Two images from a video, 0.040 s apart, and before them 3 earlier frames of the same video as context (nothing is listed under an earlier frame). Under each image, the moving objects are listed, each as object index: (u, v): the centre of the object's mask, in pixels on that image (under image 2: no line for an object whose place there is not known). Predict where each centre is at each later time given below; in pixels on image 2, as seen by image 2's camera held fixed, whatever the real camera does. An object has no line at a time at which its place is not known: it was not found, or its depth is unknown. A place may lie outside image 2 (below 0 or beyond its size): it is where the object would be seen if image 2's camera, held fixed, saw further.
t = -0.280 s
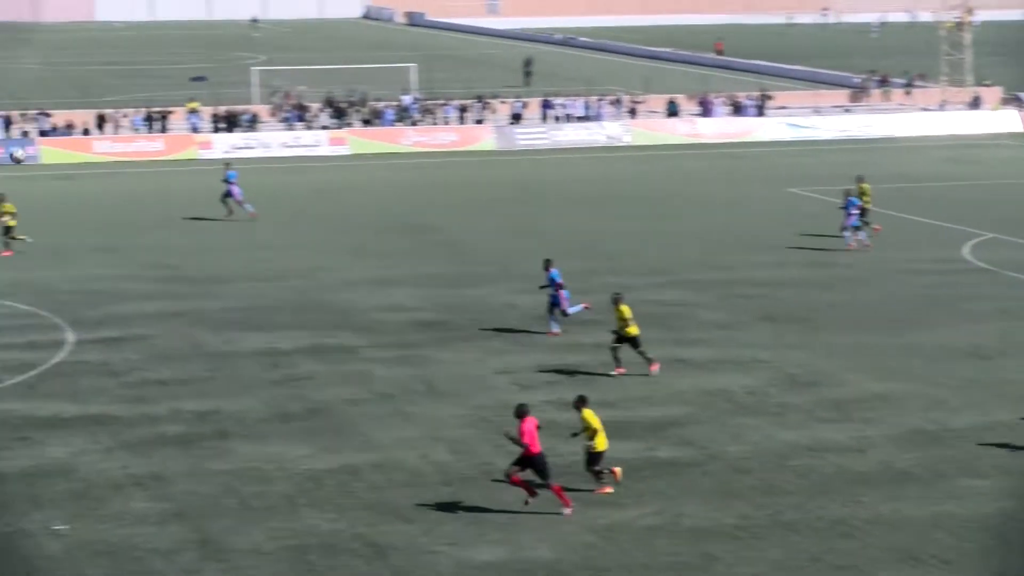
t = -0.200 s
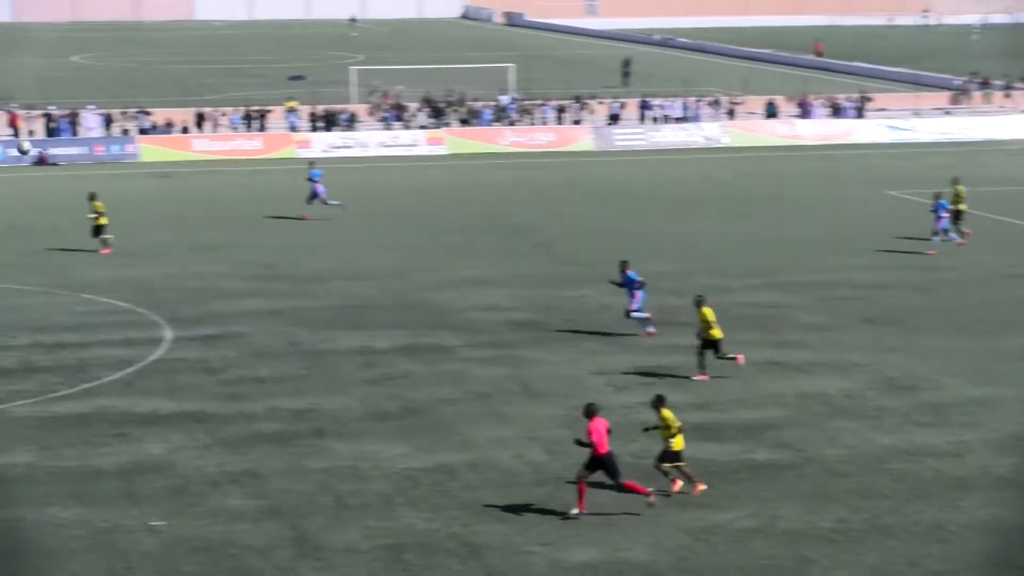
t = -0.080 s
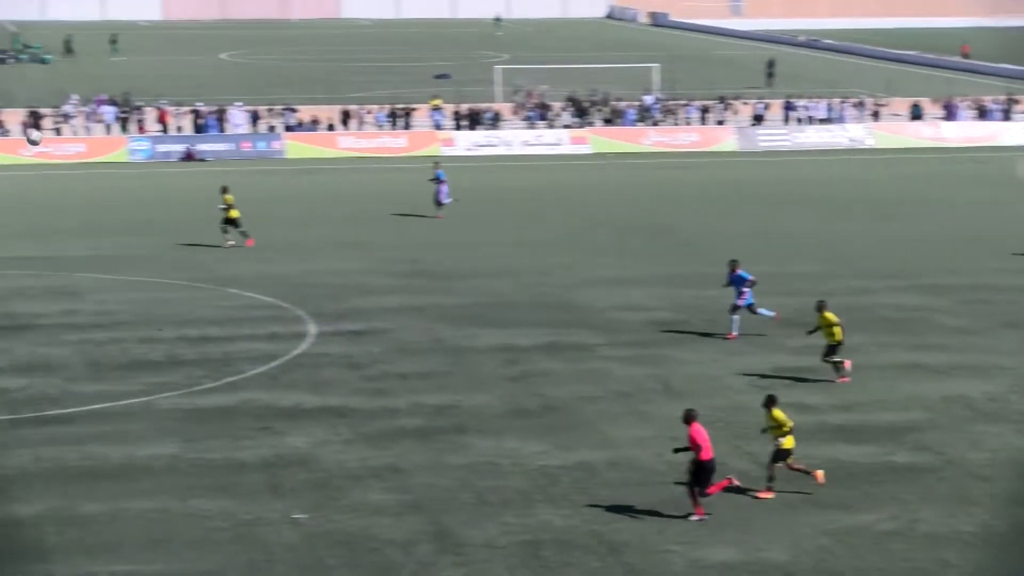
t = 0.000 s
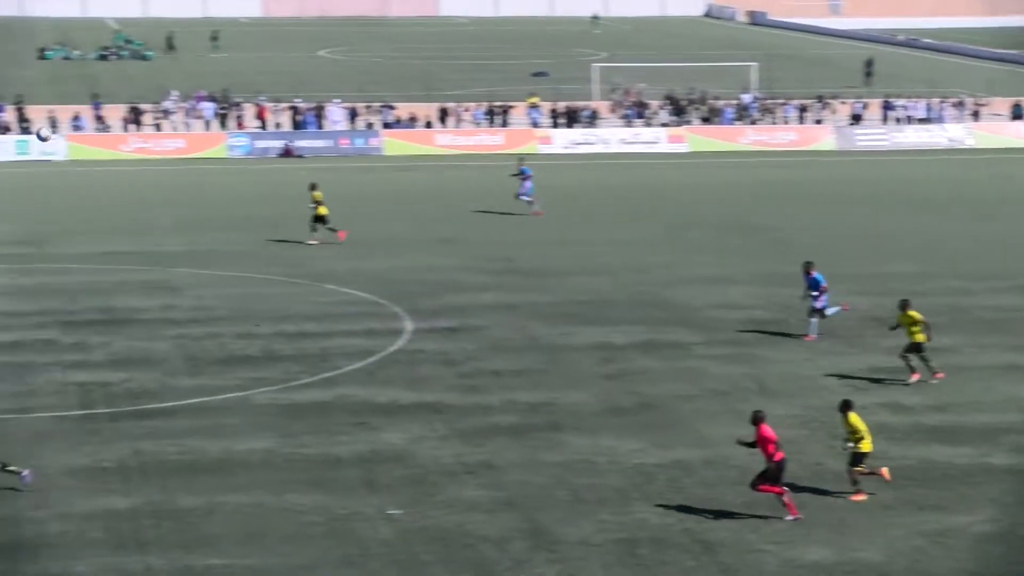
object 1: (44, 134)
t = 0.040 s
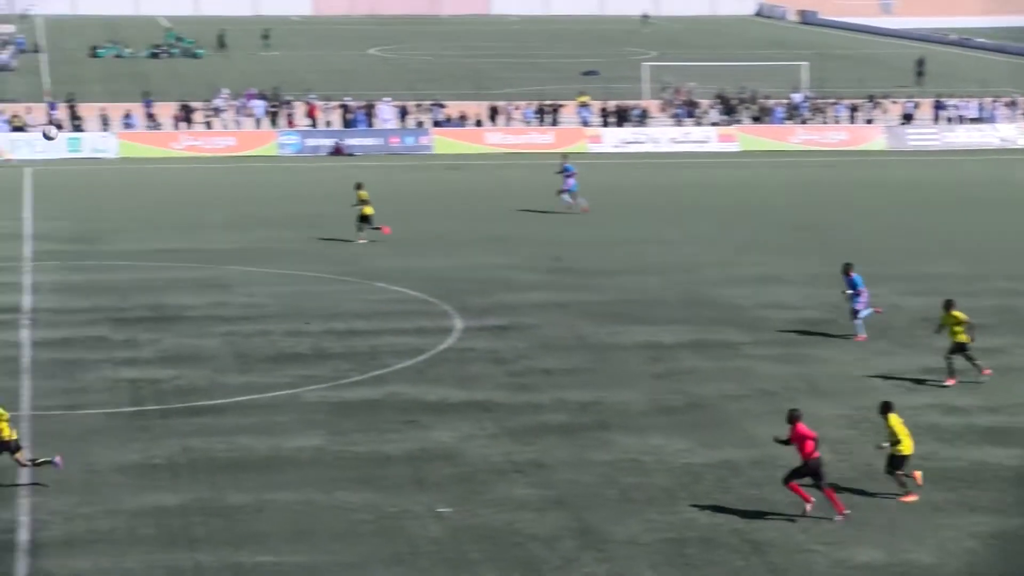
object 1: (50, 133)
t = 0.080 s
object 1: (12, 132)
